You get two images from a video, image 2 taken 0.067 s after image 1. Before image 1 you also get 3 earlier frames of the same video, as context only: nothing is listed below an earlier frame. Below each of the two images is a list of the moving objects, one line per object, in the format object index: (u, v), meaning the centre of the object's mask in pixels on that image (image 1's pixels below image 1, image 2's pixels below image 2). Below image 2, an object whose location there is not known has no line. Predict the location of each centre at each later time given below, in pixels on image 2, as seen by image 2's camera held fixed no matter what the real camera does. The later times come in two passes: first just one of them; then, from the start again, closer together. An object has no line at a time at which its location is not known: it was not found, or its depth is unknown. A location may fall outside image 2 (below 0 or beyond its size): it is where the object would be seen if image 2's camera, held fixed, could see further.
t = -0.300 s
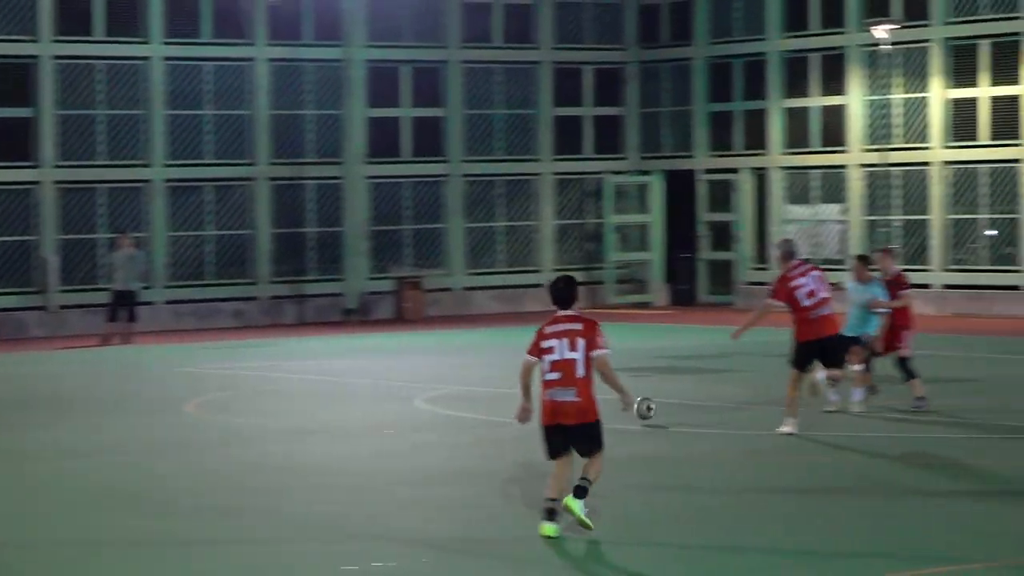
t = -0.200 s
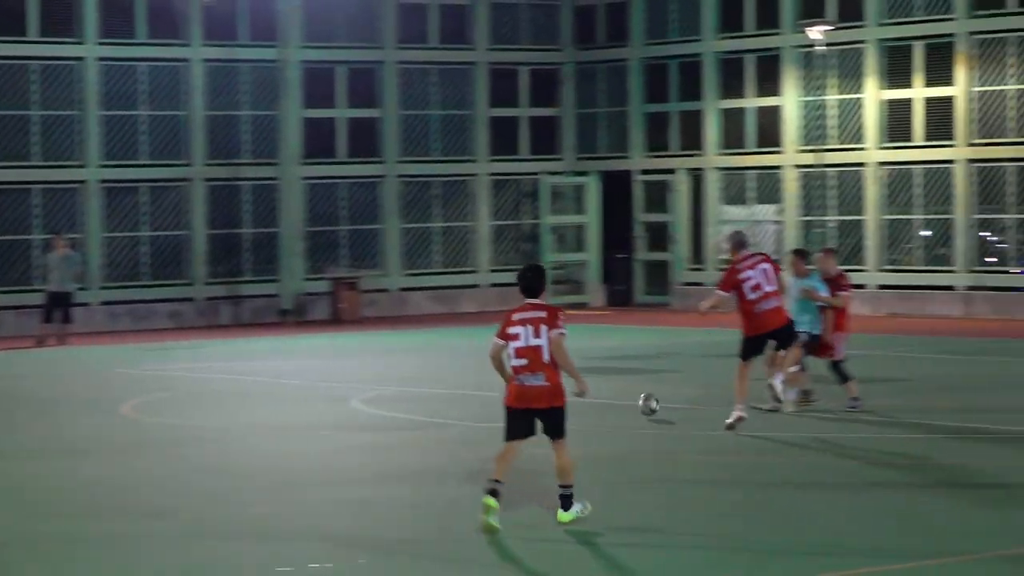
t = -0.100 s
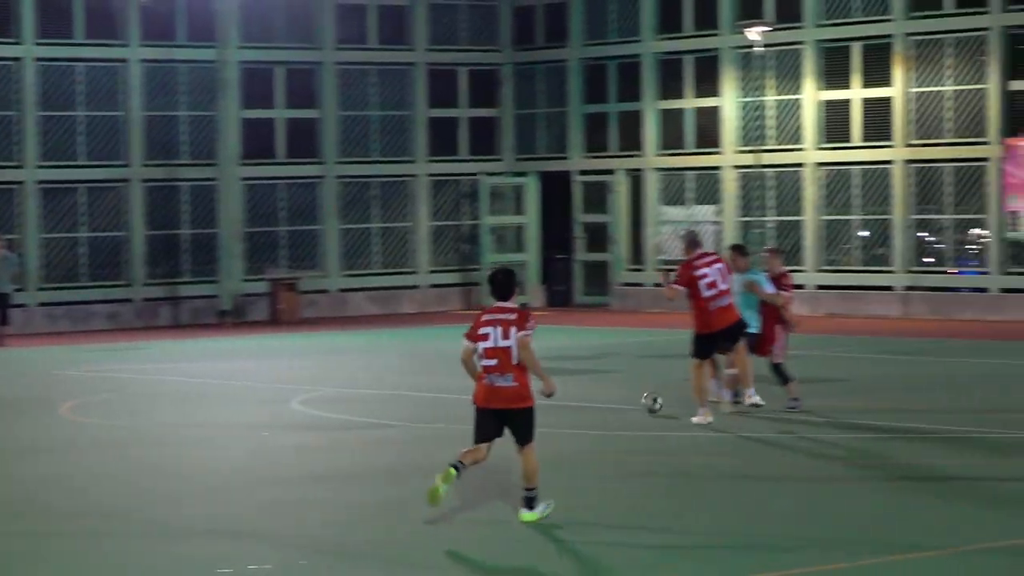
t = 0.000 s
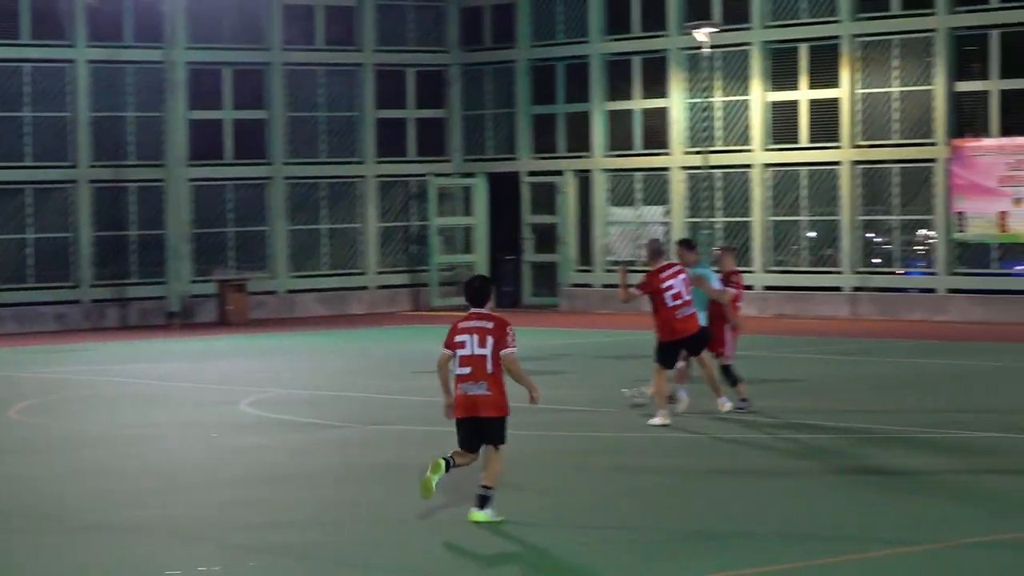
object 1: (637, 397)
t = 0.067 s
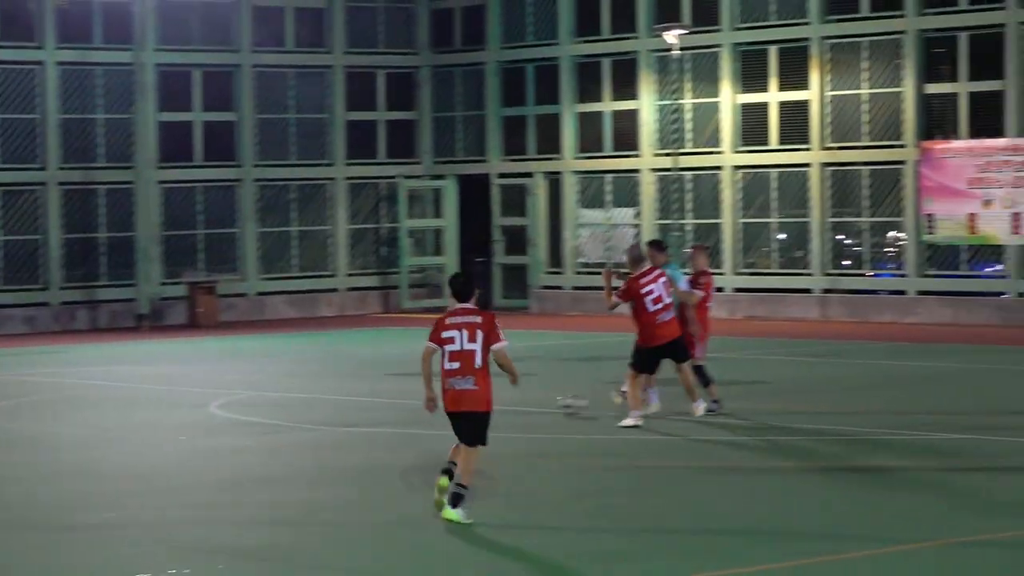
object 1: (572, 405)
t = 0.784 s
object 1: (349, 414)
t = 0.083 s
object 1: (566, 406)
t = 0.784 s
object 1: (349, 414)
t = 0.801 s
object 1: (342, 414)
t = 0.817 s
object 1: (337, 413)
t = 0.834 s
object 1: (330, 414)
